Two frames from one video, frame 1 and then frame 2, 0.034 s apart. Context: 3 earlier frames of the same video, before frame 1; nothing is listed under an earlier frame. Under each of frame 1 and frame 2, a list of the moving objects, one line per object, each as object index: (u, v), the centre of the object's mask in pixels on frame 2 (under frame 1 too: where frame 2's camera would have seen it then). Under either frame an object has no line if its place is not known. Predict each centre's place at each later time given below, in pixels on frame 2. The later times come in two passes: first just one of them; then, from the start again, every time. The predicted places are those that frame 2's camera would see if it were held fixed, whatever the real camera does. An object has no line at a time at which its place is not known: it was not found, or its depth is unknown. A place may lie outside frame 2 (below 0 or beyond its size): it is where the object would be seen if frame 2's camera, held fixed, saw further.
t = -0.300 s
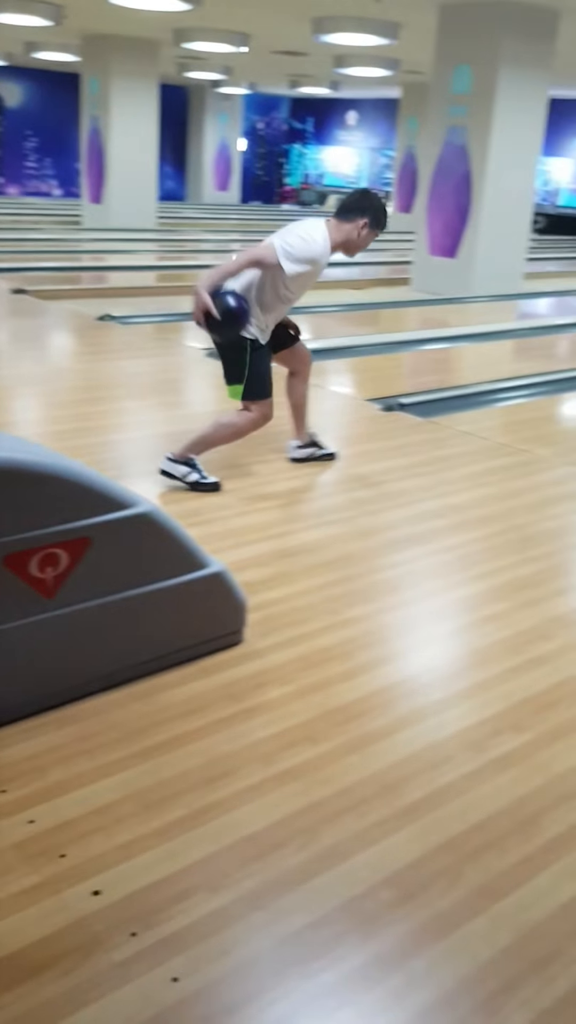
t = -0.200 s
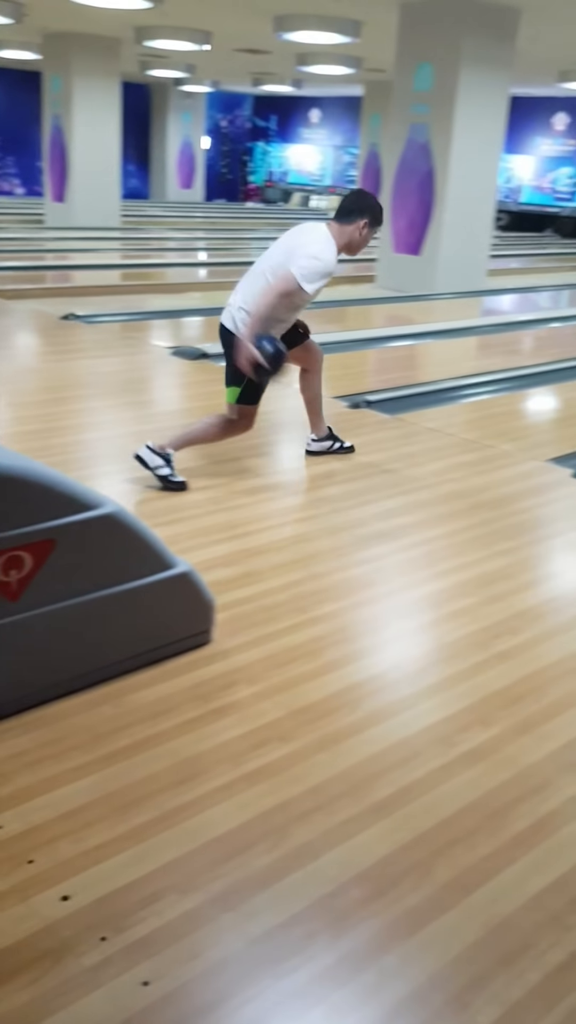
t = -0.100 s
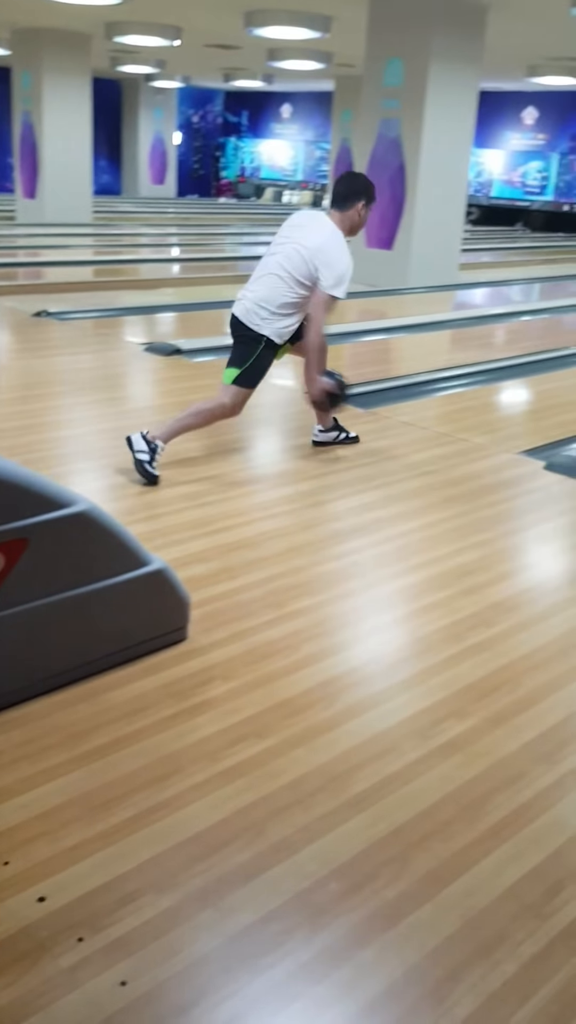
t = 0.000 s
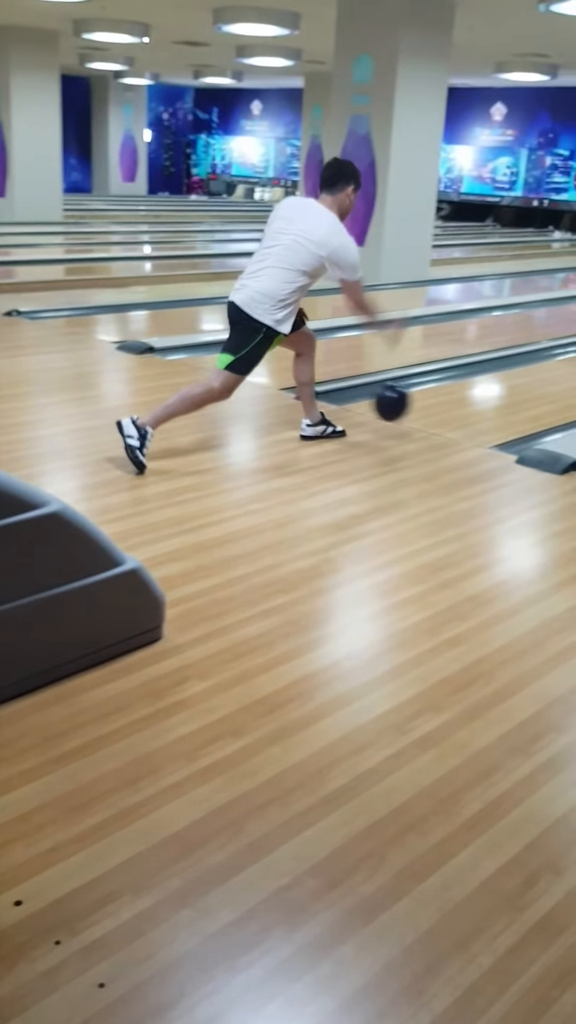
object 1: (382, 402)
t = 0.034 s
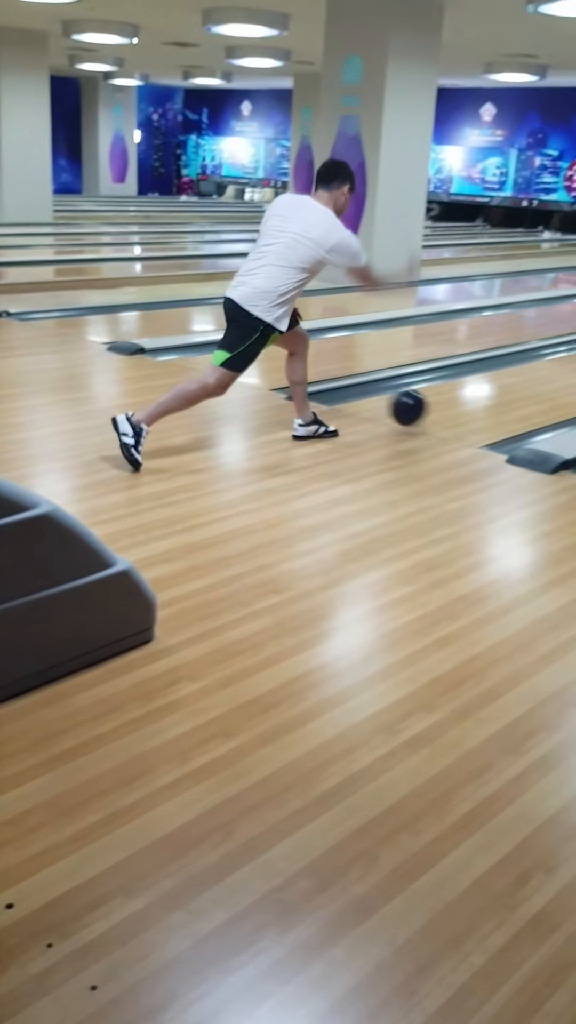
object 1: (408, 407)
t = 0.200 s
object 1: (522, 388)
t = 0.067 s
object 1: (433, 408)
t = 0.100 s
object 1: (457, 399)
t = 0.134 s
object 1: (481, 393)
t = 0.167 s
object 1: (502, 389)
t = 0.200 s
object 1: (522, 388)
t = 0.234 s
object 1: (541, 384)
